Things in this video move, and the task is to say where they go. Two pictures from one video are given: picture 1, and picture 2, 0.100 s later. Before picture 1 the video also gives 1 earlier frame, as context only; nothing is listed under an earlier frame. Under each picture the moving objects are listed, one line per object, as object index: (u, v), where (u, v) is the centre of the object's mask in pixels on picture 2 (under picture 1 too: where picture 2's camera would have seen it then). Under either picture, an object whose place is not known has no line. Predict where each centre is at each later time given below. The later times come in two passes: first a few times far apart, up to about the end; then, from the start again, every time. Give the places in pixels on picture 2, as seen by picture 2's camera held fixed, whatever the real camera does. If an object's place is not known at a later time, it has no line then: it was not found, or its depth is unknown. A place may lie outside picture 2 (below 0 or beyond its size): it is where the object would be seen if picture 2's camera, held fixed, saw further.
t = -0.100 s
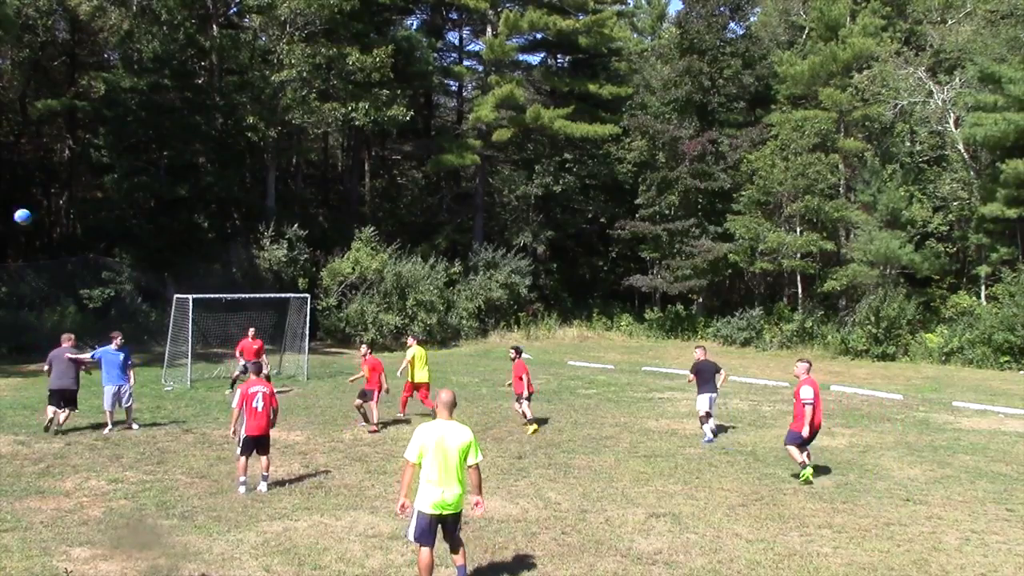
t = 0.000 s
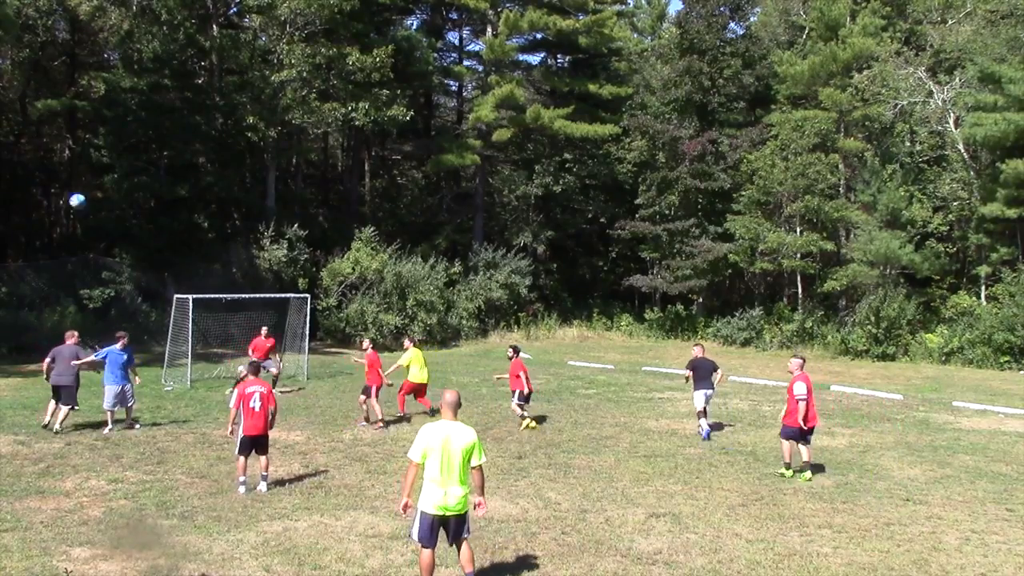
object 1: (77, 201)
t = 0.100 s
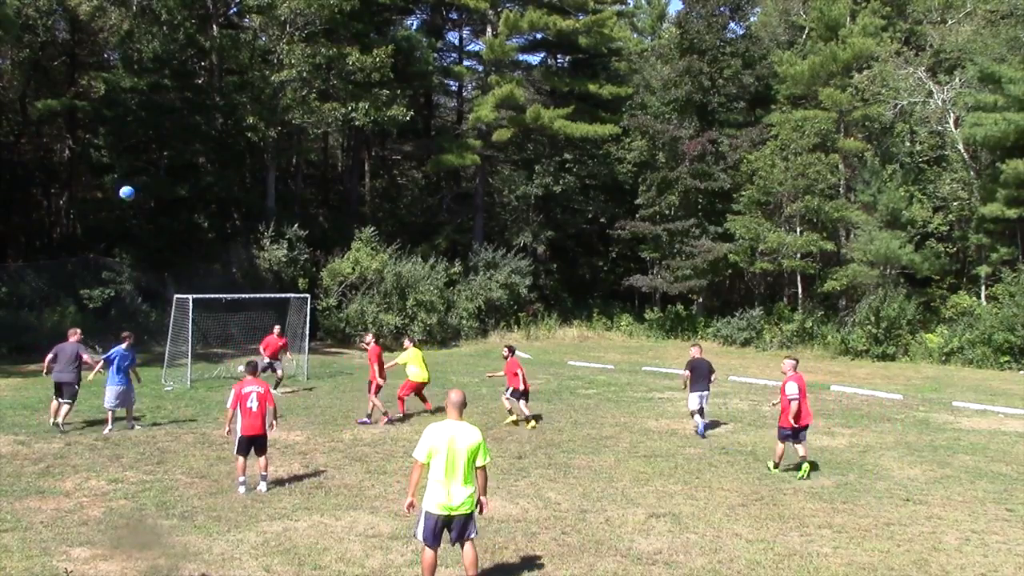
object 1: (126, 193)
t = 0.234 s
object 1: (184, 193)
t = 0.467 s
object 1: (268, 216)
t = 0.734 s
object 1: (343, 270)
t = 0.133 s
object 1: (141, 192)
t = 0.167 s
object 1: (156, 192)
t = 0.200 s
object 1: (170, 192)
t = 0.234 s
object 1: (184, 193)
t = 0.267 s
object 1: (197, 194)
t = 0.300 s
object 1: (210, 197)
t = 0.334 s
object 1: (222, 199)
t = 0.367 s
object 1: (235, 203)
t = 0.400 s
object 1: (246, 207)
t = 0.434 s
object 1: (258, 211)
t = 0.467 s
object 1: (268, 216)
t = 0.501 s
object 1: (279, 222)
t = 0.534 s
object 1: (289, 226)
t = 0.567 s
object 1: (299, 233)
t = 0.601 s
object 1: (308, 239)
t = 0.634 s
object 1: (317, 247)
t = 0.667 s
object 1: (326, 254)
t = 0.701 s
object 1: (335, 261)
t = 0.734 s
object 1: (343, 270)
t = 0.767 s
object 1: (351, 278)
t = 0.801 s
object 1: (358, 287)
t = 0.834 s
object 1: (365, 296)
